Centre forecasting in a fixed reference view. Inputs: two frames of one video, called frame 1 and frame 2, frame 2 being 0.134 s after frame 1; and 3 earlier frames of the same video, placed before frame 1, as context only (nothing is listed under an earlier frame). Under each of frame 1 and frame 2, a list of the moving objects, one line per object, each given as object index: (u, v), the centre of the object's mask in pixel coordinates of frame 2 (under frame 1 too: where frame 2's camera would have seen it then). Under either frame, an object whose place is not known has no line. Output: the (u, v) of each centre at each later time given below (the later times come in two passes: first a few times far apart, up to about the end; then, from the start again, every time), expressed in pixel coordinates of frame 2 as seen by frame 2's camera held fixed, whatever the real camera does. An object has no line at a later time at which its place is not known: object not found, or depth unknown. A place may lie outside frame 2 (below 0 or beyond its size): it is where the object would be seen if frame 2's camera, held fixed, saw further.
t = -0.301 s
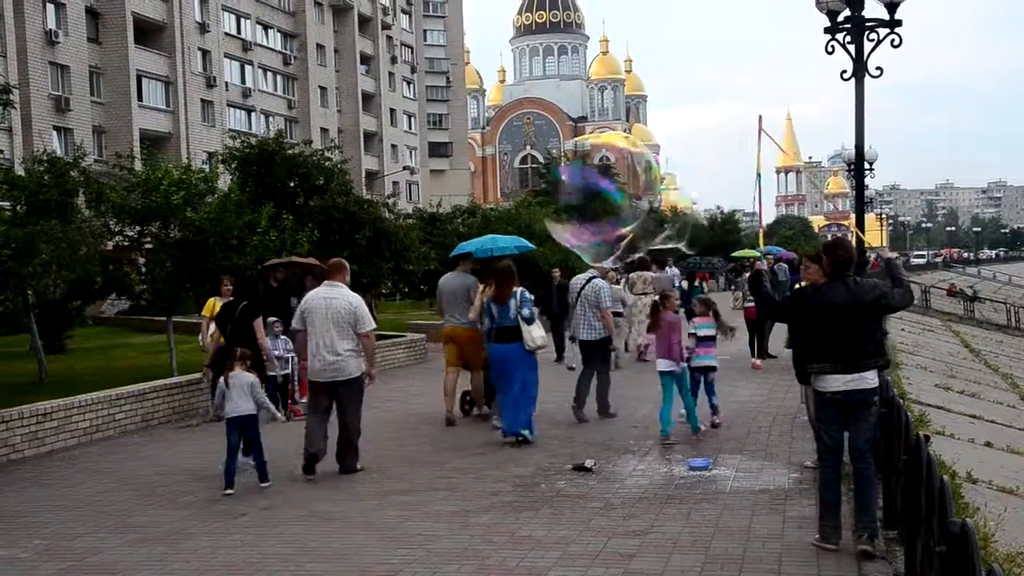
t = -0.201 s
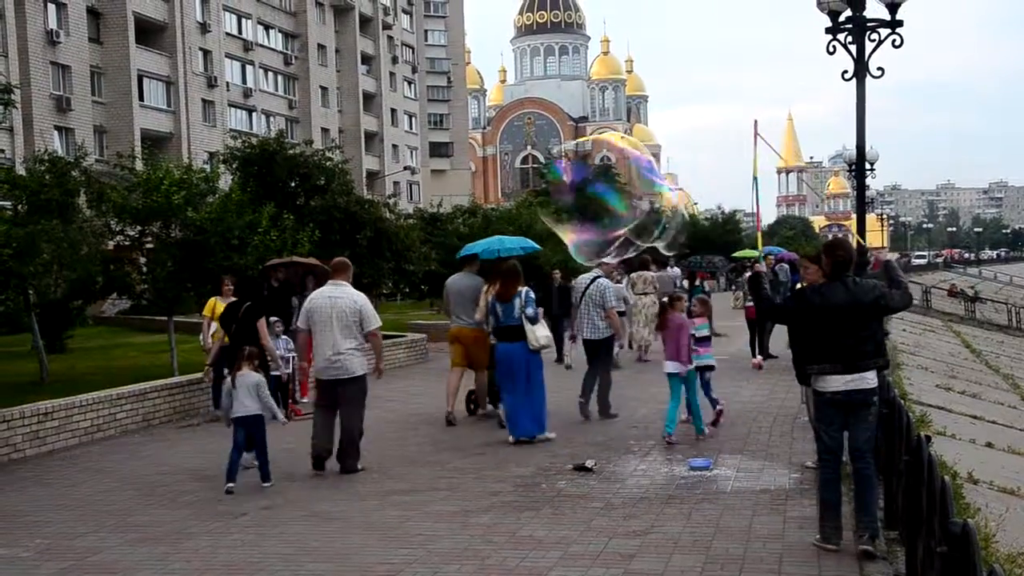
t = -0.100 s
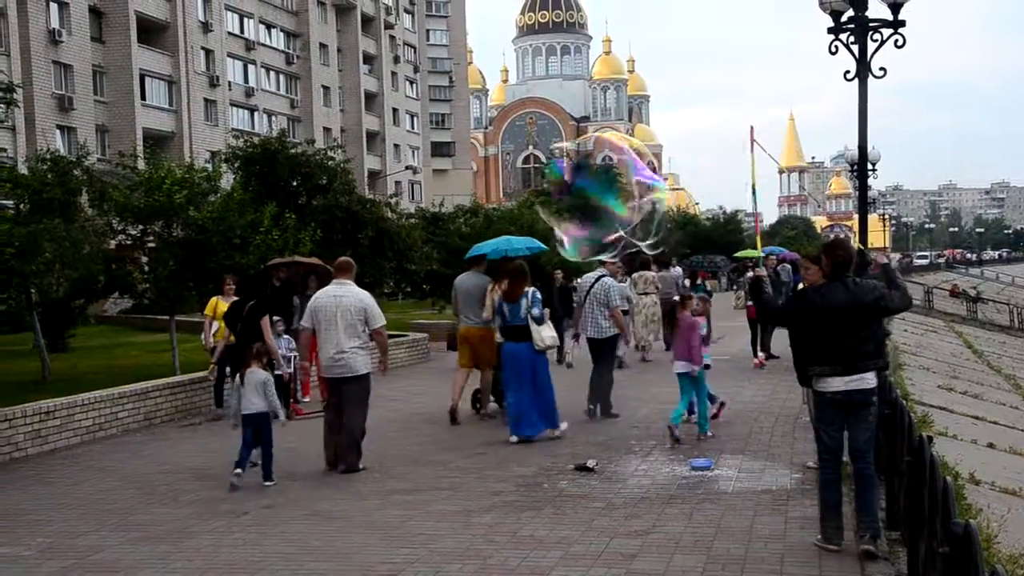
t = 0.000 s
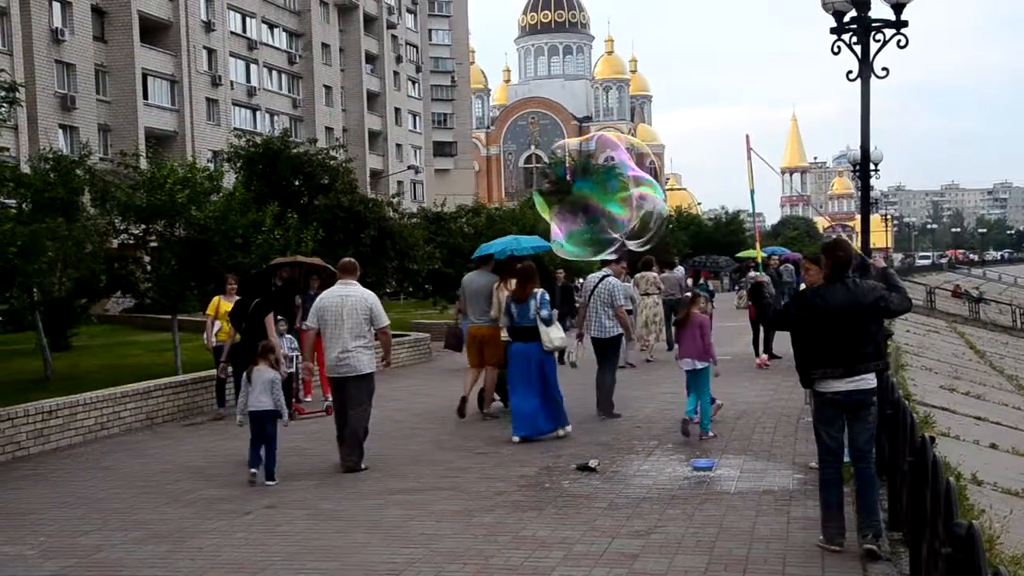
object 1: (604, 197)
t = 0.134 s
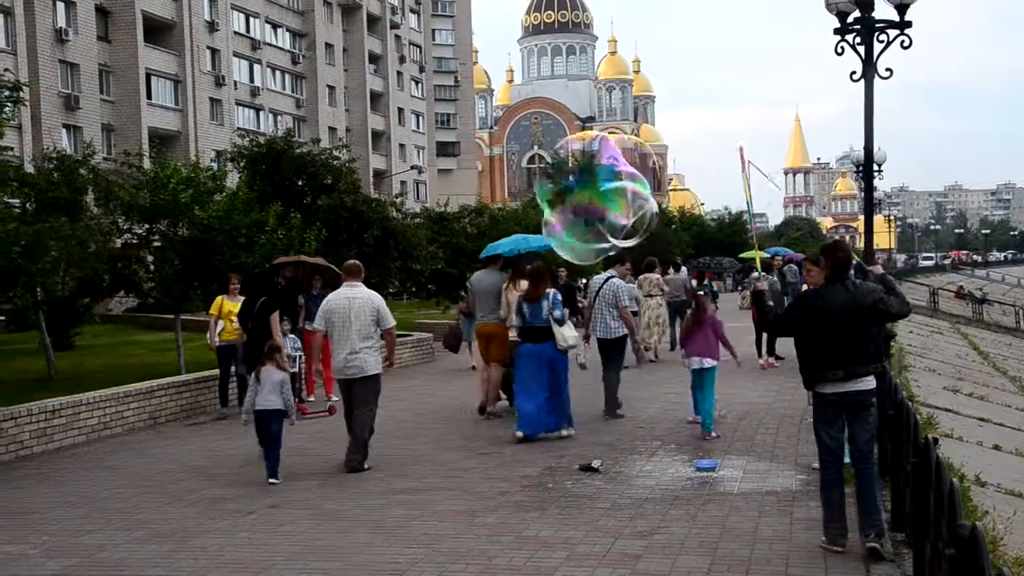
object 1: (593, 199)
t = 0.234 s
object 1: (585, 198)
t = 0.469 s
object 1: (573, 198)
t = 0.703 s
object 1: (562, 200)
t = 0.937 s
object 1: (562, 197)
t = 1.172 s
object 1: (556, 201)
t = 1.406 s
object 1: (548, 203)
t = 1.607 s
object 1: (542, 204)
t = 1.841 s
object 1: (536, 208)
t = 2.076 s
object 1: (533, 210)
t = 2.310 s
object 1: (518, 208)
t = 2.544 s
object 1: (511, 209)
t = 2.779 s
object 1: (509, 211)
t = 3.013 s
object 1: (506, 213)
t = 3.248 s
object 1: (503, 216)
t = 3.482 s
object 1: (502, 221)
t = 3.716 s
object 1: (502, 225)
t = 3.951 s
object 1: (504, 228)
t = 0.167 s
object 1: (591, 199)
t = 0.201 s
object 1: (587, 198)
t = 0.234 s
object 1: (585, 198)
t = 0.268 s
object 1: (584, 197)
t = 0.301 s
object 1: (582, 197)
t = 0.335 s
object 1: (580, 198)
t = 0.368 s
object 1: (578, 198)
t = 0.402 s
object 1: (577, 198)
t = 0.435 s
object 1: (575, 198)
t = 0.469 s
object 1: (573, 198)
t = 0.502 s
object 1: (571, 198)
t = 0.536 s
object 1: (569, 199)
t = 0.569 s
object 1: (568, 199)
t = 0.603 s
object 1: (567, 199)
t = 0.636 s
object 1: (565, 200)
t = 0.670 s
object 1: (563, 200)
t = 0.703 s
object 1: (562, 200)
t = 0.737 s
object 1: (561, 199)
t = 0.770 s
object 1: (559, 199)
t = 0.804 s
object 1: (558, 199)
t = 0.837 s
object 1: (556, 200)
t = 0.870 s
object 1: (553, 201)
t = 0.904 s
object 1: (552, 201)
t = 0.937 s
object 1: (562, 197)
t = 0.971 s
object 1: (547, 205)
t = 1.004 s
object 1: (546, 205)
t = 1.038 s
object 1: (559, 199)
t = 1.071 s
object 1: (559, 199)
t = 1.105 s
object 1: (558, 200)
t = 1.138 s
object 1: (557, 200)
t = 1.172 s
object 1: (556, 201)
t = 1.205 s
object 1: (554, 201)
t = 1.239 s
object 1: (553, 202)
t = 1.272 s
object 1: (552, 201)
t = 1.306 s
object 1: (551, 201)
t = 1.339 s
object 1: (550, 201)
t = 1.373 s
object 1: (548, 202)
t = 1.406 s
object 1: (548, 203)
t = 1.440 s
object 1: (547, 203)
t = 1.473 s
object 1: (546, 202)
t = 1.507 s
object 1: (545, 203)
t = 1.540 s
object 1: (544, 203)
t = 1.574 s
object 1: (543, 204)
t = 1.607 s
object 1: (542, 204)
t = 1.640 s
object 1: (541, 205)
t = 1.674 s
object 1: (540, 205)
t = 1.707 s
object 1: (539, 205)
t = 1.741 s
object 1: (539, 206)
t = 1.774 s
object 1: (538, 207)
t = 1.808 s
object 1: (537, 207)
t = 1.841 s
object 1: (536, 208)
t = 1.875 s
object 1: (536, 208)
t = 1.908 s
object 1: (528, 206)
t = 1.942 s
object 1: (534, 209)
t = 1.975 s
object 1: (535, 209)
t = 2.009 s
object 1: (534, 210)
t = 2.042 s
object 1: (533, 209)
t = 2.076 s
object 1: (533, 210)
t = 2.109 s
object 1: (523, 208)
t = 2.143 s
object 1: (521, 208)
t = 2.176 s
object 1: (521, 208)
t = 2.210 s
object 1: (520, 208)
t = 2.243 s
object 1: (520, 208)
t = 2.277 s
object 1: (518, 208)
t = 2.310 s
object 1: (518, 208)
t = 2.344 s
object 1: (518, 209)
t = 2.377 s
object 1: (518, 209)
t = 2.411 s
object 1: (513, 208)
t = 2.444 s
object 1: (513, 208)
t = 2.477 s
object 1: (512, 209)
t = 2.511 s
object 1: (512, 209)
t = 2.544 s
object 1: (511, 209)
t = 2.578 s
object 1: (511, 210)
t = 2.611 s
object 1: (511, 210)
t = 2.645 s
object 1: (511, 210)
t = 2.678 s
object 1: (510, 211)
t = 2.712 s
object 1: (510, 211)
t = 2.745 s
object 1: (509, 211)
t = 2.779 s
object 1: (509, 211)
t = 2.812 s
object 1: (508, 212)
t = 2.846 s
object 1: (508, 213)
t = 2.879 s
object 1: (507, 213)
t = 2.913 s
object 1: (507, 213)
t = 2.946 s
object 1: (506, 214)
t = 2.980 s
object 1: (506, 214)
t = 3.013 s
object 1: (506, 213)
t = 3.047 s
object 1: (506, 214)
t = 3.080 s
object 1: (505, 214)
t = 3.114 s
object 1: (505, 214)
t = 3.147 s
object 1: (504, 215)
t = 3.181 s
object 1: (504, 215)
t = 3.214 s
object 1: (504, 216)
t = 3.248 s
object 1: (503, 216)
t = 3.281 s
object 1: (504, 216)
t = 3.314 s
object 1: (503, 217)
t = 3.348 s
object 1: (503, 218)
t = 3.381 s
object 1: (503, 218)
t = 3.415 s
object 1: (503, 219)
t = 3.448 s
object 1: (502, 220)
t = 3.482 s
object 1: (502, 221)
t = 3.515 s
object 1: (502, 221)
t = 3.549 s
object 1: (502, 223)
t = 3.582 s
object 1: (502, 222)
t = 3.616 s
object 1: (502, 224)
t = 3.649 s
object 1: (502, 223)
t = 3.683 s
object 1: (502, 223)
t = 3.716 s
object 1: (502, 225)
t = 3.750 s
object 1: (503, 225)
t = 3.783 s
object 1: (503, 226)
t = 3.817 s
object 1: (503, 226)
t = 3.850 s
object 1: (504, 227)
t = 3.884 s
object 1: (504, 227)
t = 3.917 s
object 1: (504, 228)
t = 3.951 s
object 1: (504, 228)
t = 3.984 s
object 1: (504, 229)
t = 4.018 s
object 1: (505, 229)
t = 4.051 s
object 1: (506, 228)
